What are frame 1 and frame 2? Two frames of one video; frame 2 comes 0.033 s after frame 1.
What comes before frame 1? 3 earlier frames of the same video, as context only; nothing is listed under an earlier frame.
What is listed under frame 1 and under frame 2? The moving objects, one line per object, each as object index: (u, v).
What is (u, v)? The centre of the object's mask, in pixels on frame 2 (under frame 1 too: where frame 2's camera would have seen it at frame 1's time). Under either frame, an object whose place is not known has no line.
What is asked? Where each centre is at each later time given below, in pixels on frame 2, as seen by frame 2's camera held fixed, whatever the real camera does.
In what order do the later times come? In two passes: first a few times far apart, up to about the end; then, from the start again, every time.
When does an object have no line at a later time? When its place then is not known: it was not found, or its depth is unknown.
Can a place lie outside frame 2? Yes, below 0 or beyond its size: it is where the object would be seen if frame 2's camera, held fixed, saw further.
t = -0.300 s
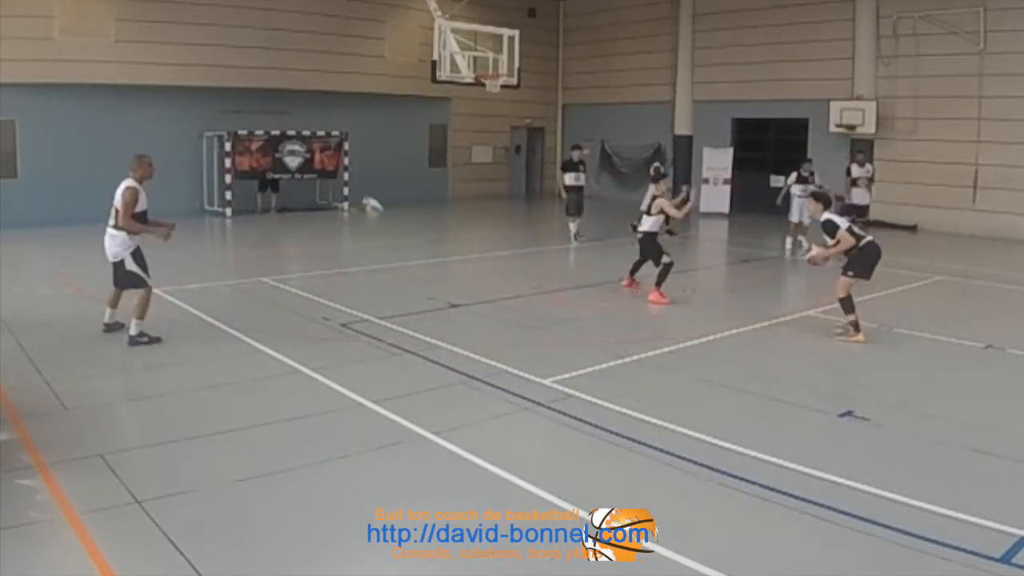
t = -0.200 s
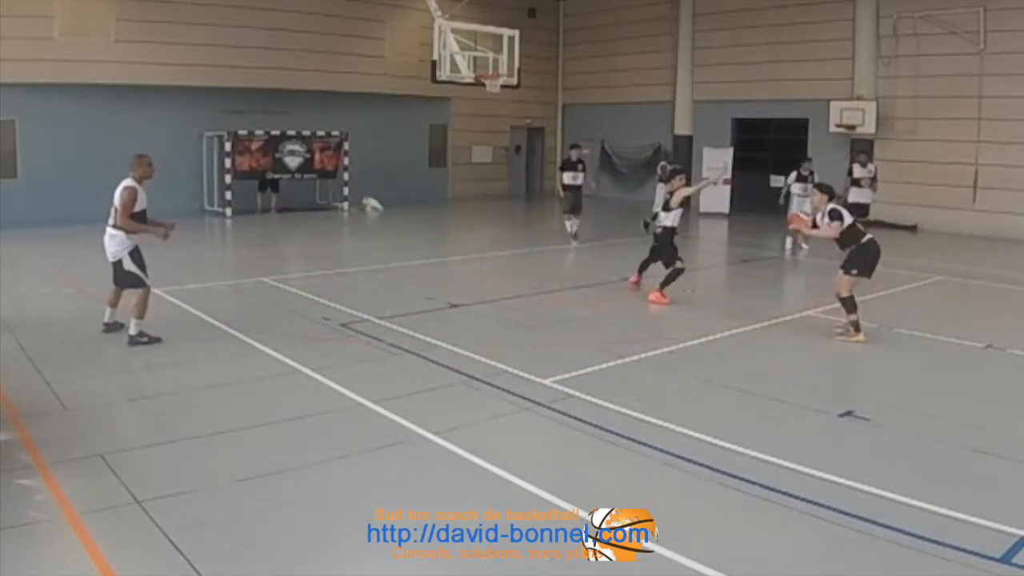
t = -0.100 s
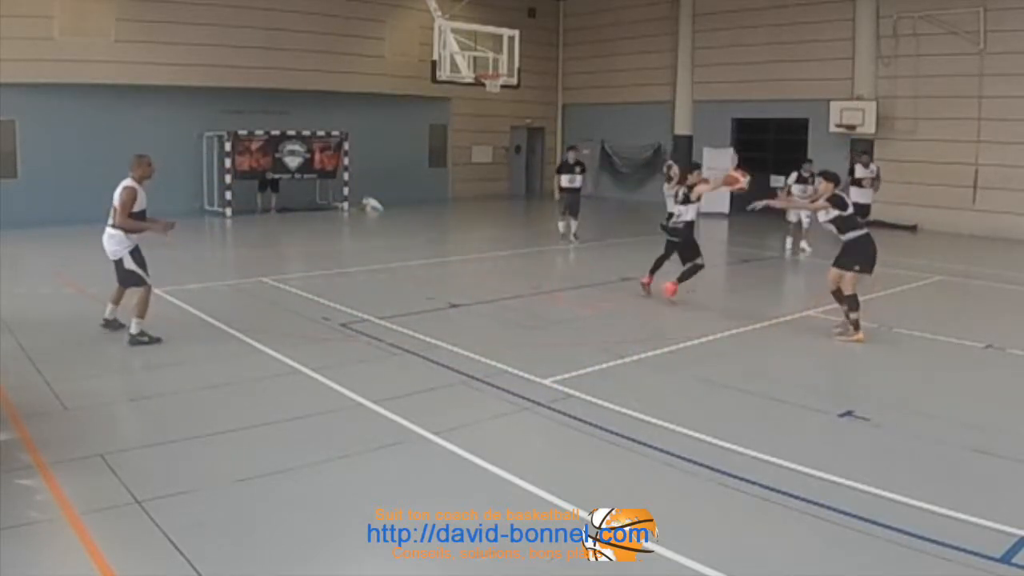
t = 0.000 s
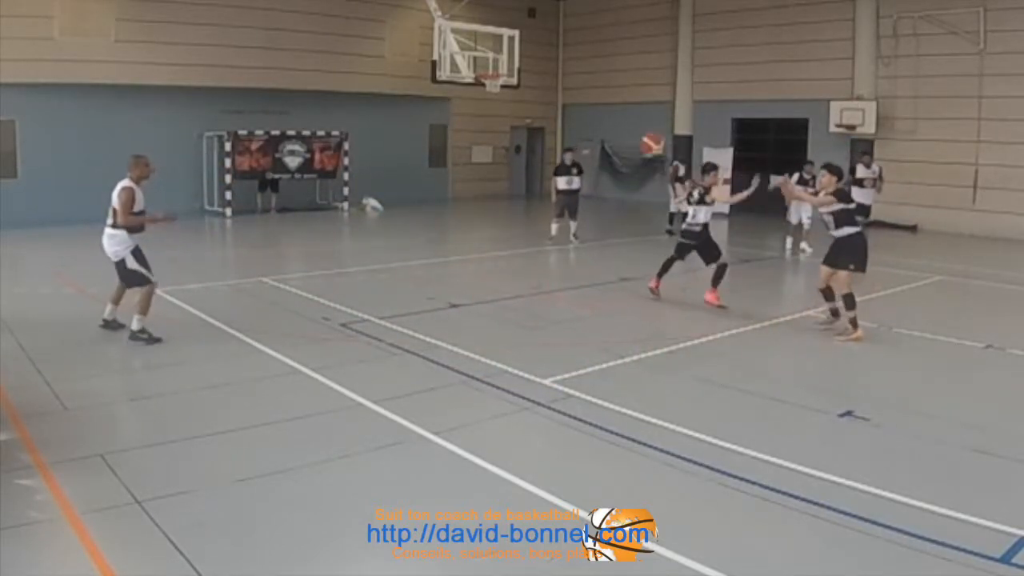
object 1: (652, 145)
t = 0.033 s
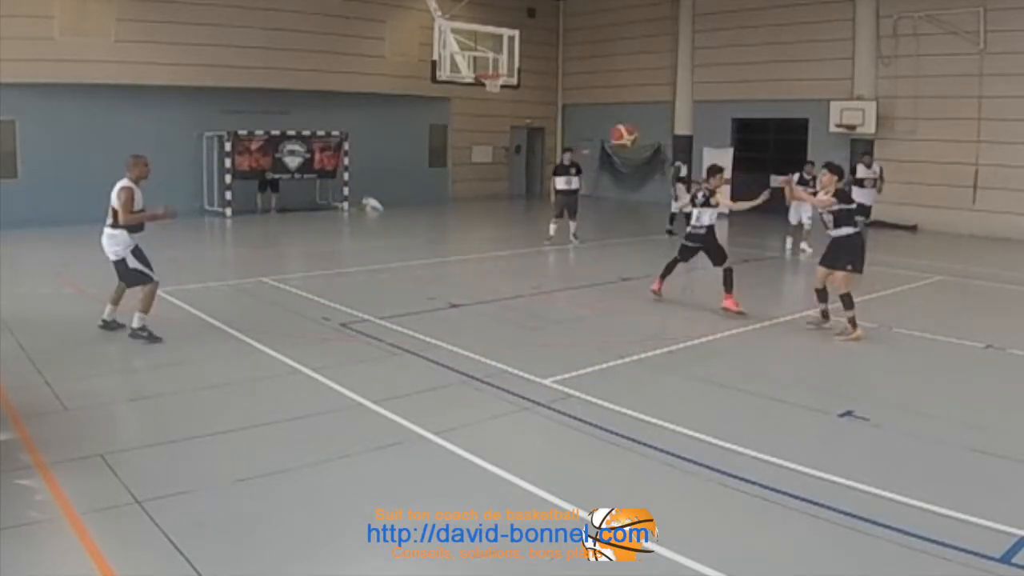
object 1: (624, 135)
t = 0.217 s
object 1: (458, 101)
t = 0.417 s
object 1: (266, 100)
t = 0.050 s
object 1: (607, 131)
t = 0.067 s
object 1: (593, 126)
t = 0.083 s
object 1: (578, 121)
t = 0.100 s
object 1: (565, 117)
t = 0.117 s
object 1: (549, 114)
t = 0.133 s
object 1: (535, 111)
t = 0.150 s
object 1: (521, 109)
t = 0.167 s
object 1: (505, 107)
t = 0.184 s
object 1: (491, 105)
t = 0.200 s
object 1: (475, 102)
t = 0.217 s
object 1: (458, 101)
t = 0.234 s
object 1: (444, 100)
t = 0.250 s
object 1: (426, 97)
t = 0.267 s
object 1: (411, 96)
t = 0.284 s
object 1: (396, 96)
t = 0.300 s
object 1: (379, 95)
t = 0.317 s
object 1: (364, 94)
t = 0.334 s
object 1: (346, 95)
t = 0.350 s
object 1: (331, 96)
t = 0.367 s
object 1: (315, 96)
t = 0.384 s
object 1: (297, 97)
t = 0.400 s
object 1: (282, 99)
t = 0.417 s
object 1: (266, 100)
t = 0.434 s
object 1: (250, 101)
